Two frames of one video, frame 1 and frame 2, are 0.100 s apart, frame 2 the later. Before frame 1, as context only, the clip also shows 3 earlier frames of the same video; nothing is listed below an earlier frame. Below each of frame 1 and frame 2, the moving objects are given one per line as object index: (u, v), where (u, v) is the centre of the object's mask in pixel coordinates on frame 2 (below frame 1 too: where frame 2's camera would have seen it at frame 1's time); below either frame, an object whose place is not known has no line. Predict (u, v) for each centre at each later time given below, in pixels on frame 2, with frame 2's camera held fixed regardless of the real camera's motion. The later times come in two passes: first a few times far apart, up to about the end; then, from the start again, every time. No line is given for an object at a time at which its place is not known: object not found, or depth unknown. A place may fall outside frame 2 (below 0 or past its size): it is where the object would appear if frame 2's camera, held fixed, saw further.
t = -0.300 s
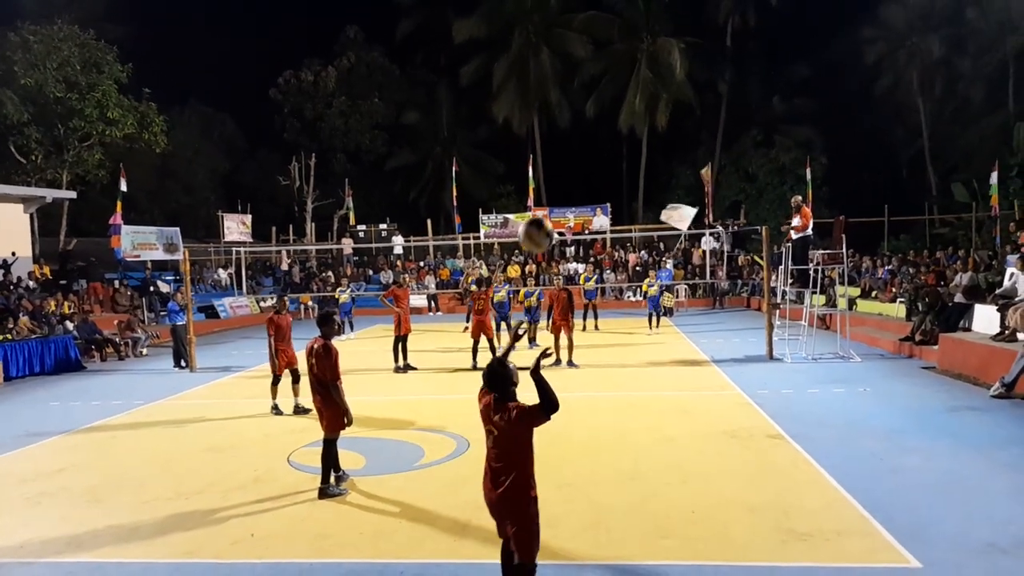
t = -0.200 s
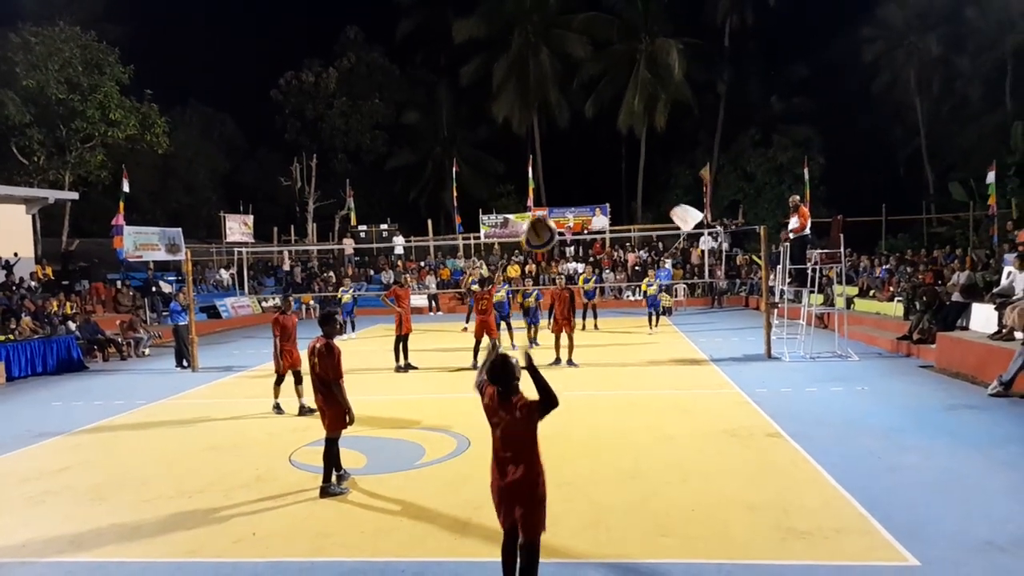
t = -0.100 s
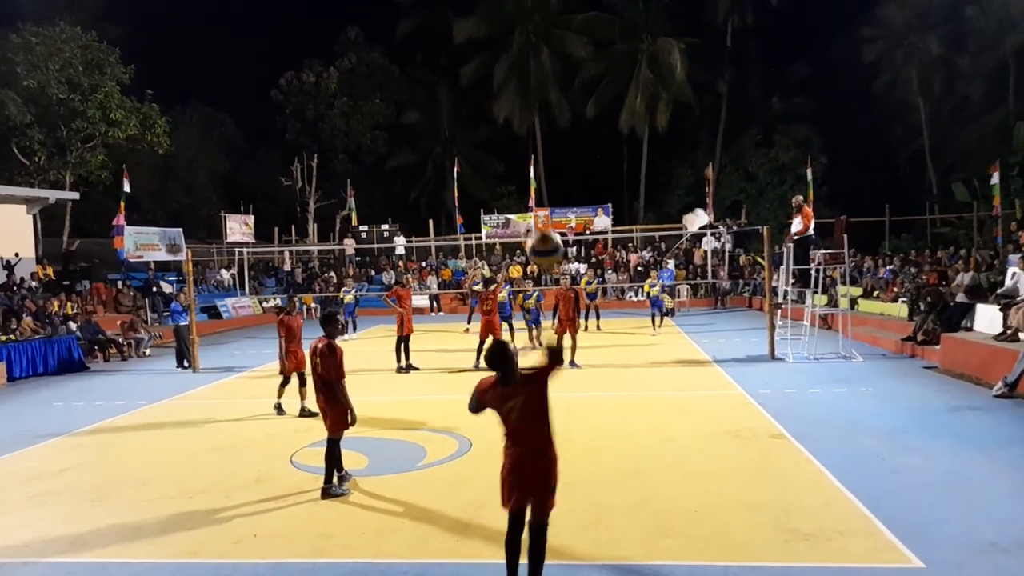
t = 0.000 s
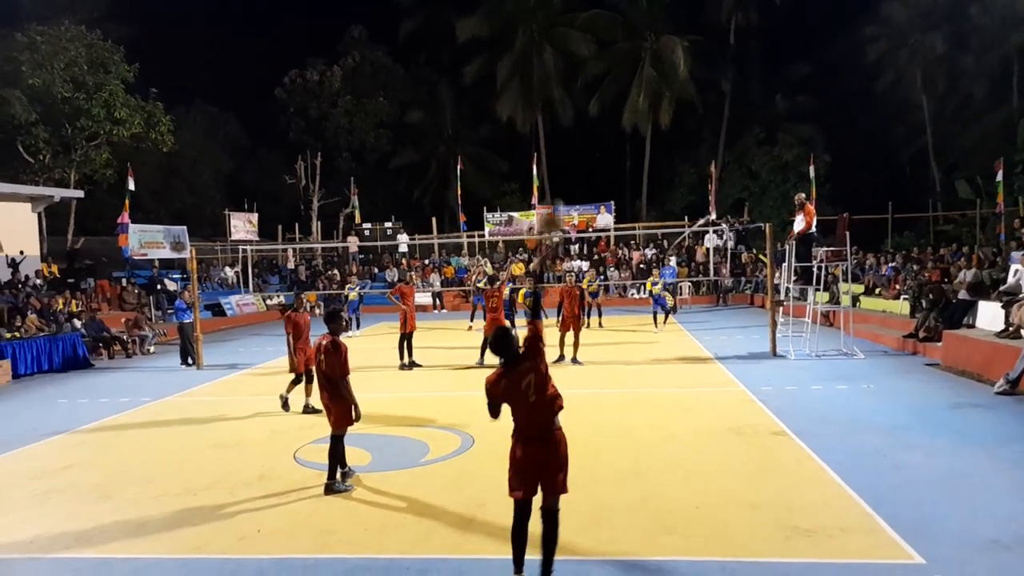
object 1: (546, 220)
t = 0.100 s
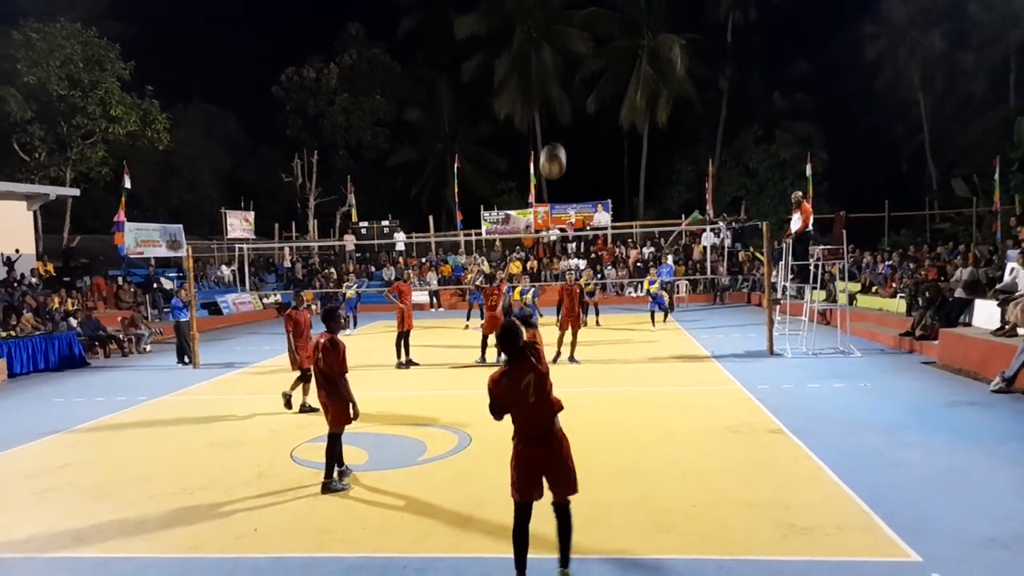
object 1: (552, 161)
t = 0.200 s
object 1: (557, 131)
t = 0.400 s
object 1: (562, 119)
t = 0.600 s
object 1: (565, 133)
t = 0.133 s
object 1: (554, 148)
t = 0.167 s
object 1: (556, 138)
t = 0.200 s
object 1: (557, 131)
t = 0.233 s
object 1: (558, 126)
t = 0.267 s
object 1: (560, 123)
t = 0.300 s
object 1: (561, 121)
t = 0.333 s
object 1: (561, 119)
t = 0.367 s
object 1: (562, 119)
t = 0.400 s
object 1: (562, 119)
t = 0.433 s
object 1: (563, 120)
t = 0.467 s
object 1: (563, 122)
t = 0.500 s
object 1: (564, 124)
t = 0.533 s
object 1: (564, 126)
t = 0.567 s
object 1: (564, 130)
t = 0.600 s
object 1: (565, 133)
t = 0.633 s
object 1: (565, 137)
